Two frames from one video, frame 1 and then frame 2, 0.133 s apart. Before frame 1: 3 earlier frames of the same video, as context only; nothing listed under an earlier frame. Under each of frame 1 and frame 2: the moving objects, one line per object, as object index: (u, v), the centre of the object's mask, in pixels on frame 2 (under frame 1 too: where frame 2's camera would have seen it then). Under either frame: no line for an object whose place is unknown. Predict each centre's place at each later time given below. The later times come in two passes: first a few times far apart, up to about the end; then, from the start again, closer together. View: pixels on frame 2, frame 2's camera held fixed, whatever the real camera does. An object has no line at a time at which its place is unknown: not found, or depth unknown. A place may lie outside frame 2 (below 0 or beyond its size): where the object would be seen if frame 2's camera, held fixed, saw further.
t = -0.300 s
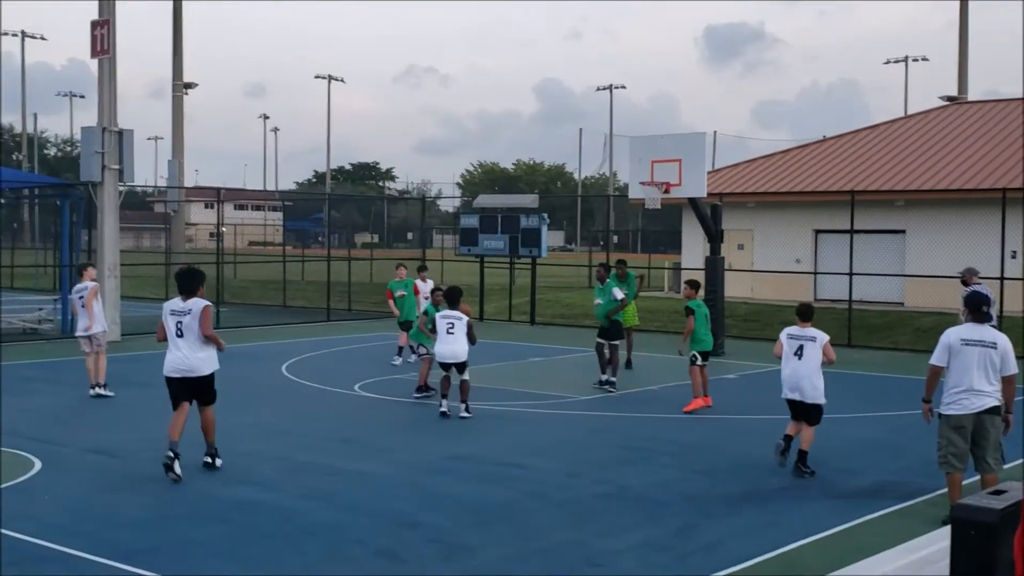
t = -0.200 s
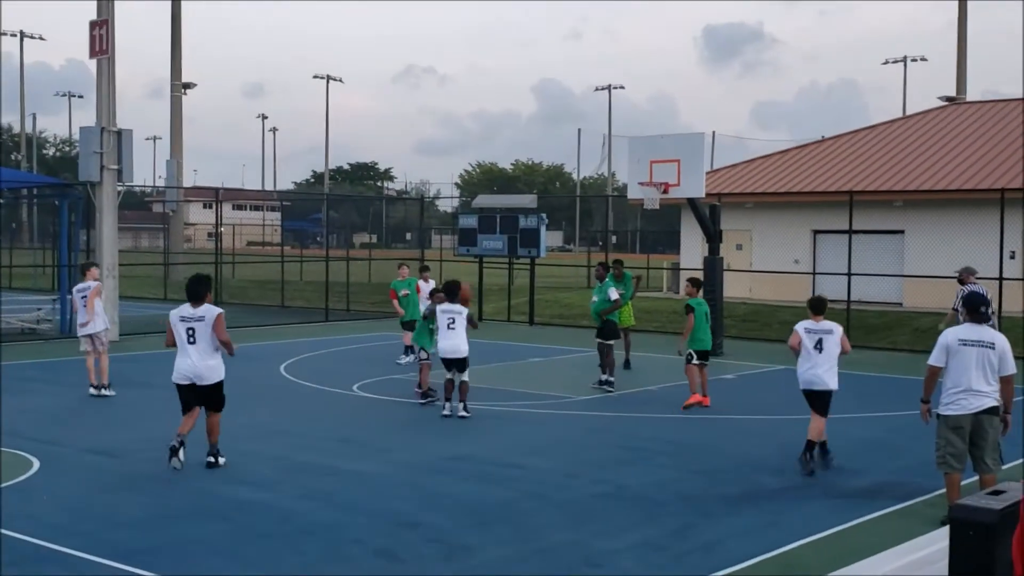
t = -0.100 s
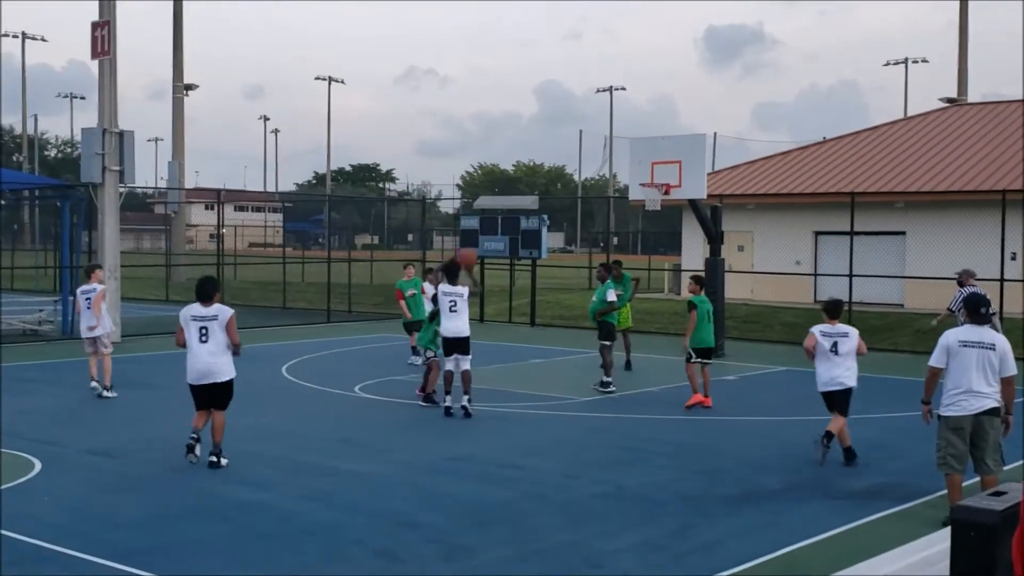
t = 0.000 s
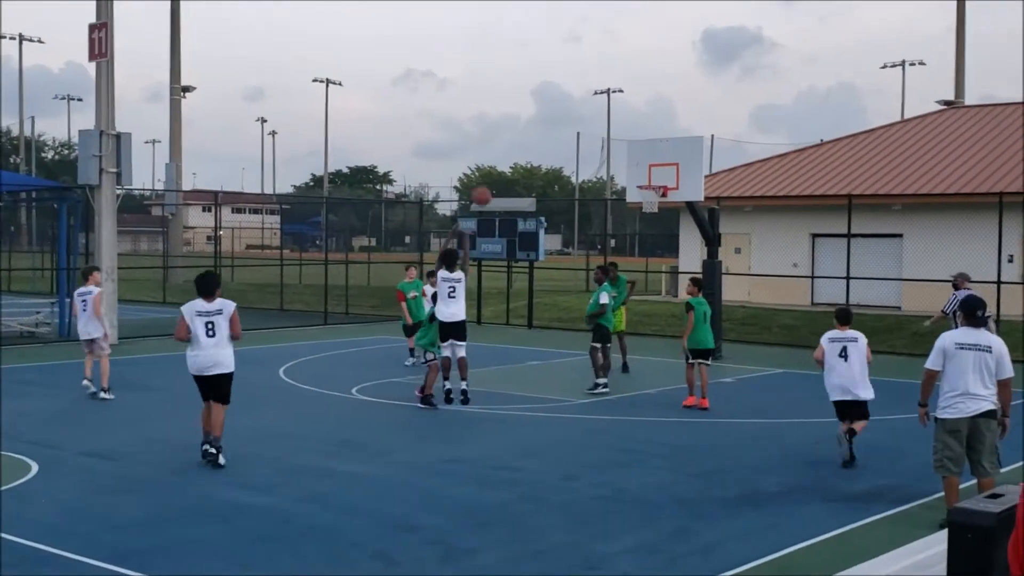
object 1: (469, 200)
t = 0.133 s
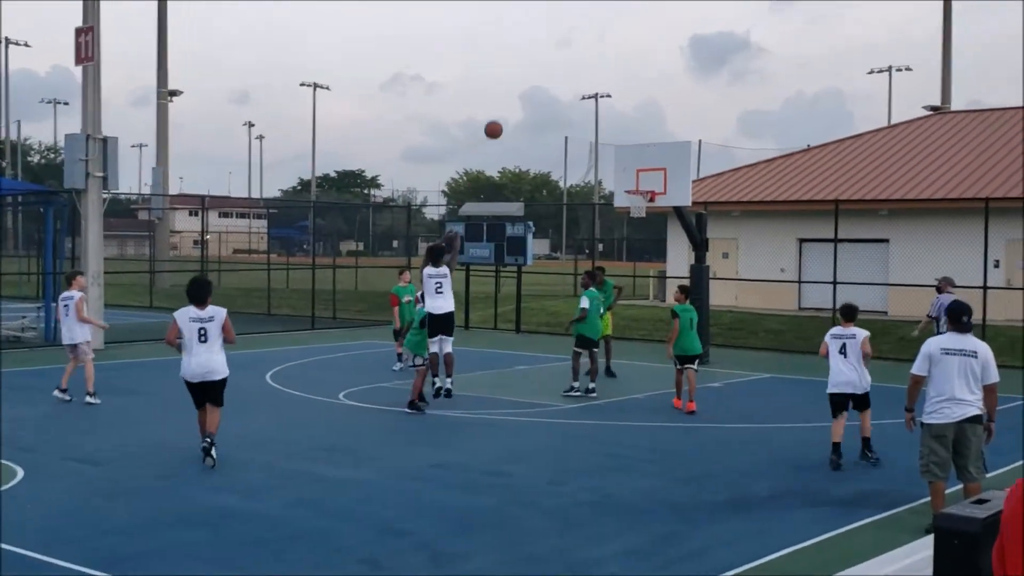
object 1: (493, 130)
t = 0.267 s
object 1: (516, 77)
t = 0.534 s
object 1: (559, 16)
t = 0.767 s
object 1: (592, 8)
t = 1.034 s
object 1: (626, 44)
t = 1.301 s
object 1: (655, 118)
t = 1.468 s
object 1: (672, 181)
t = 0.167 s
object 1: (499, 115)
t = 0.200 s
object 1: (505, 101)
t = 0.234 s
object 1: (511, 88)
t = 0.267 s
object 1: (516, 77)
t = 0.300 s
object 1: (522, 66)
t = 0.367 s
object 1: (533, 47)
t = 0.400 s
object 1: (539, 39)
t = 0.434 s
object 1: (544, 32)
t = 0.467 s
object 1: (549, 26)
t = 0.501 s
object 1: (554, 20)
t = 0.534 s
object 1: (559, 16)
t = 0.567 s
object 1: (564, 12)
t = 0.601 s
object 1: (569, 10)
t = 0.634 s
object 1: (574, 8)
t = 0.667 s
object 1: (578, 6)
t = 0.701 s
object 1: (583, 6)
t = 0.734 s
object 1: (588, 7)
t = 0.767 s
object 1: (592, 8)
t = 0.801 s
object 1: (597, 10)
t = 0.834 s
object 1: (601, 13)
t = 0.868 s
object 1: (606, 16)
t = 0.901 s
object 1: (610, 20)
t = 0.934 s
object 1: (614, 25)
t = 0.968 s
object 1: (618, 31)
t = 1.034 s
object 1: (626, 44)
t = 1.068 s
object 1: (630, 51)
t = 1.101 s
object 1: (634, 59)
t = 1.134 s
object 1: (638, 67)
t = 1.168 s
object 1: (641, 76)
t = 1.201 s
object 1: (645, 86)
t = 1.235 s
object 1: (648, 96)
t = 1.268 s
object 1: (652, 107)
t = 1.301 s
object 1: (655, 118)
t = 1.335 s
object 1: (658, 129)
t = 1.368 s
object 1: (661, 141)
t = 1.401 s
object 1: (665, 155)
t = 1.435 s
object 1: (668, 167)
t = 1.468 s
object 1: (672, 181)
